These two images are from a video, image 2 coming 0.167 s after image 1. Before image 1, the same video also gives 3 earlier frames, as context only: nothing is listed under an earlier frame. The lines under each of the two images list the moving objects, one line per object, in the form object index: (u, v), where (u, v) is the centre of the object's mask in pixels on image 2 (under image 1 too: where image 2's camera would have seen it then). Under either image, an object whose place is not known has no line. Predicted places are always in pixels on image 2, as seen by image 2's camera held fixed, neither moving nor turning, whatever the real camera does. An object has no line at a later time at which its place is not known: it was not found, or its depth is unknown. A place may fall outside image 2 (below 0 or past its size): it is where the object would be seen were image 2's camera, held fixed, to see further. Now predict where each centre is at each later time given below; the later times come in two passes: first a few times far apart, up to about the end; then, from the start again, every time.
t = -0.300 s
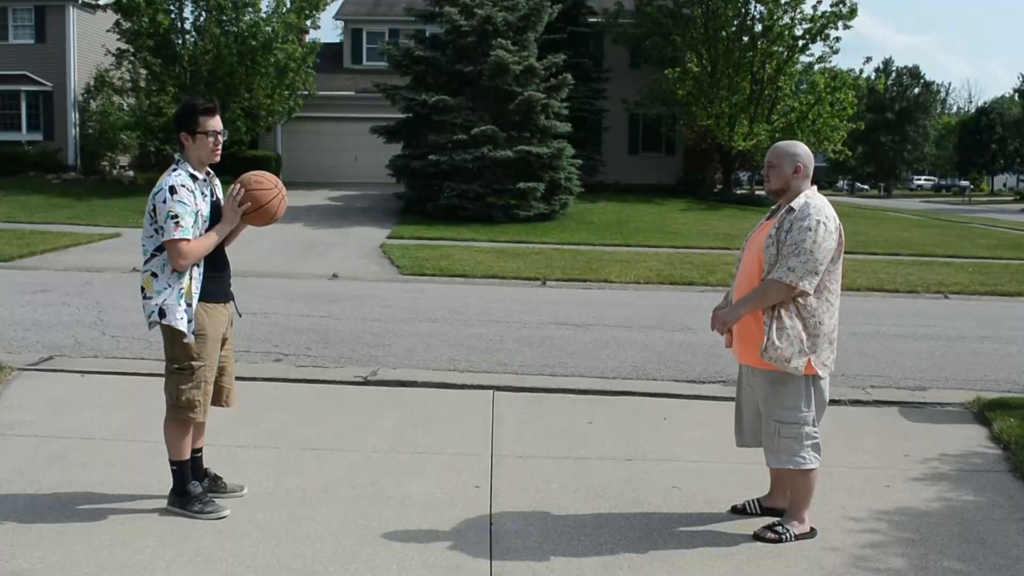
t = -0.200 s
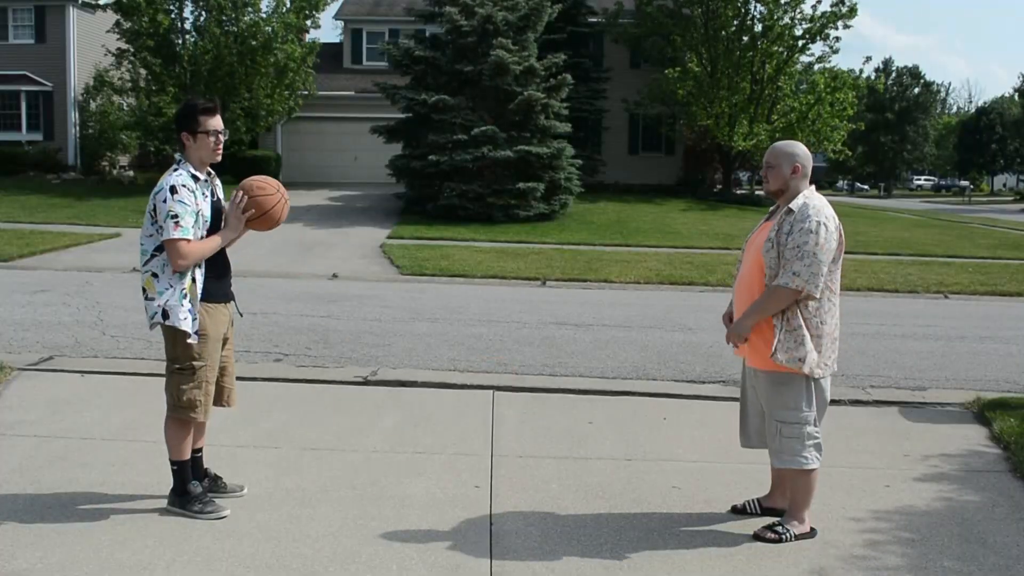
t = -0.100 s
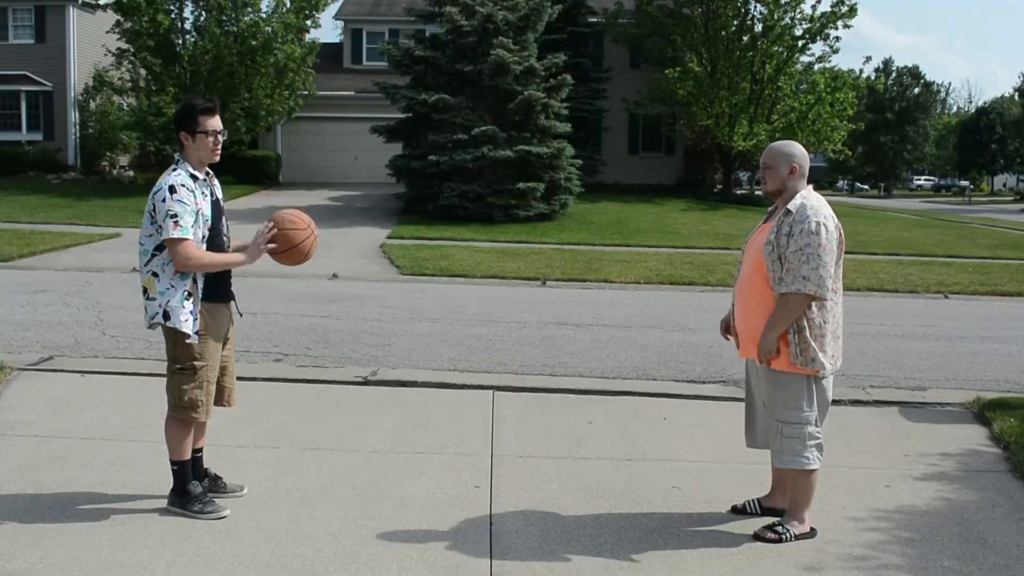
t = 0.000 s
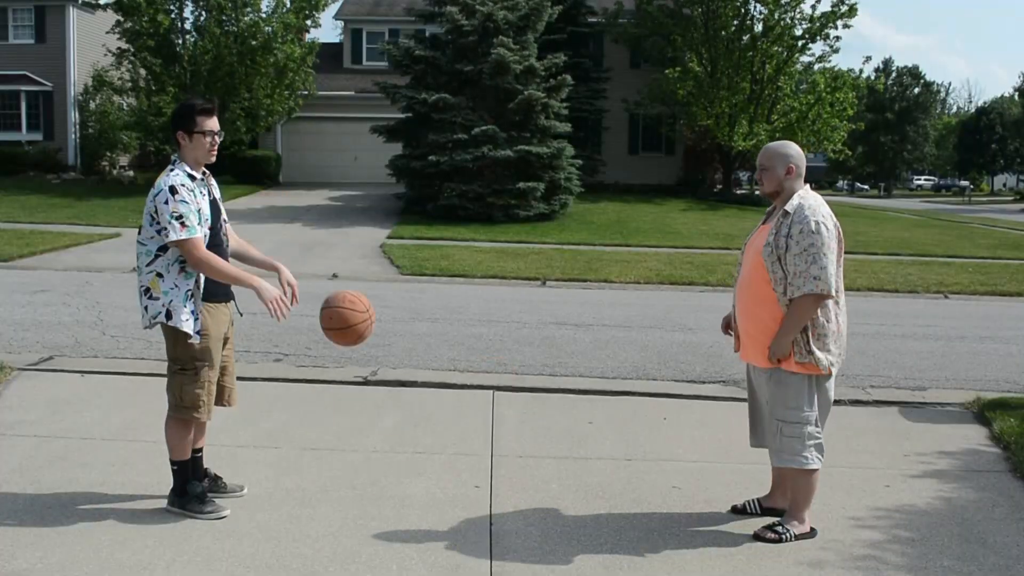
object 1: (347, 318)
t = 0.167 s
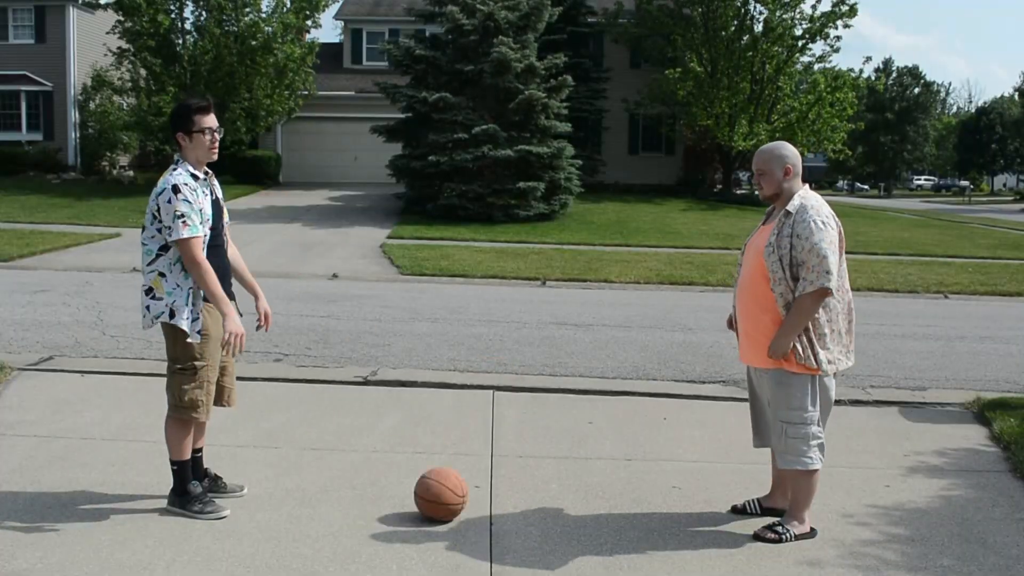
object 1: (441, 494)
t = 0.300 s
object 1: (496, 377)
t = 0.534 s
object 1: (594, 260)
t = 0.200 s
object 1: (454, 462)
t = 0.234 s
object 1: (468, 432)
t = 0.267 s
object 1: (482, 403)
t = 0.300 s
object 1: (496, 377)
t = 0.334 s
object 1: (510, 353)
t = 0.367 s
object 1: (524, 332)
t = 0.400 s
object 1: (538, 312)
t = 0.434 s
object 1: (552, 295)
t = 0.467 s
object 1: (566, 281)
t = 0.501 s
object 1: (580, 269)
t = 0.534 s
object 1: (594, 260)
